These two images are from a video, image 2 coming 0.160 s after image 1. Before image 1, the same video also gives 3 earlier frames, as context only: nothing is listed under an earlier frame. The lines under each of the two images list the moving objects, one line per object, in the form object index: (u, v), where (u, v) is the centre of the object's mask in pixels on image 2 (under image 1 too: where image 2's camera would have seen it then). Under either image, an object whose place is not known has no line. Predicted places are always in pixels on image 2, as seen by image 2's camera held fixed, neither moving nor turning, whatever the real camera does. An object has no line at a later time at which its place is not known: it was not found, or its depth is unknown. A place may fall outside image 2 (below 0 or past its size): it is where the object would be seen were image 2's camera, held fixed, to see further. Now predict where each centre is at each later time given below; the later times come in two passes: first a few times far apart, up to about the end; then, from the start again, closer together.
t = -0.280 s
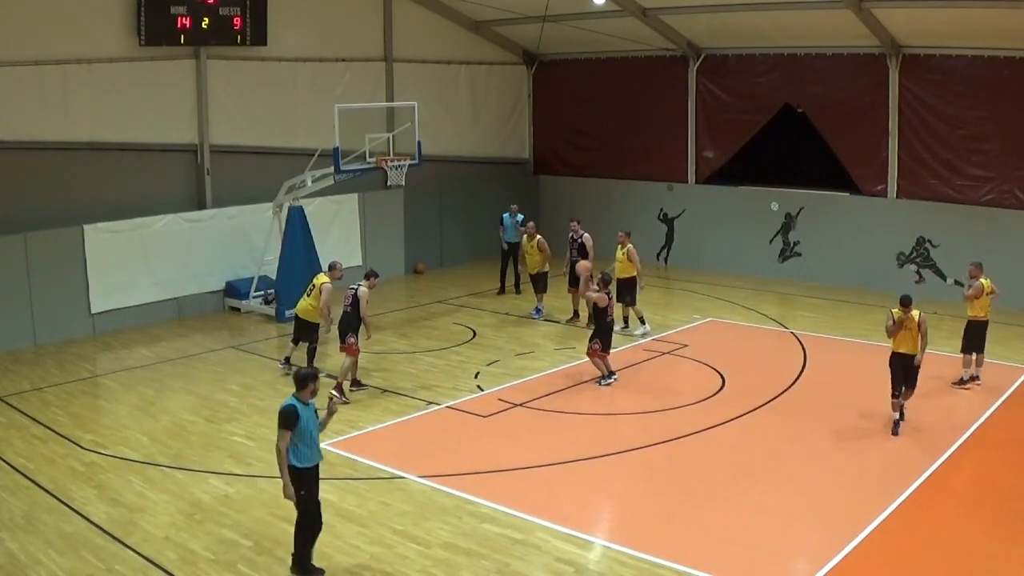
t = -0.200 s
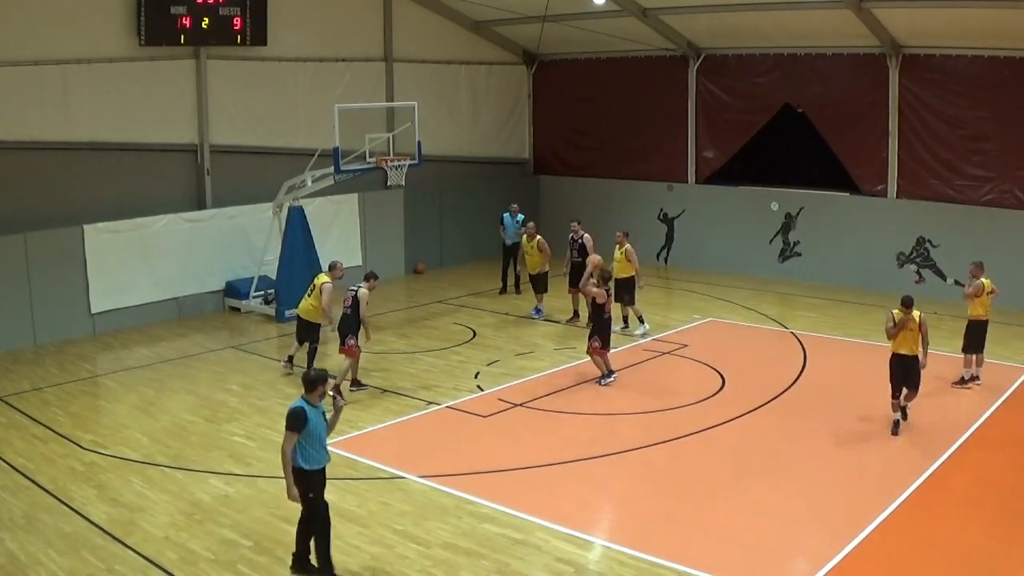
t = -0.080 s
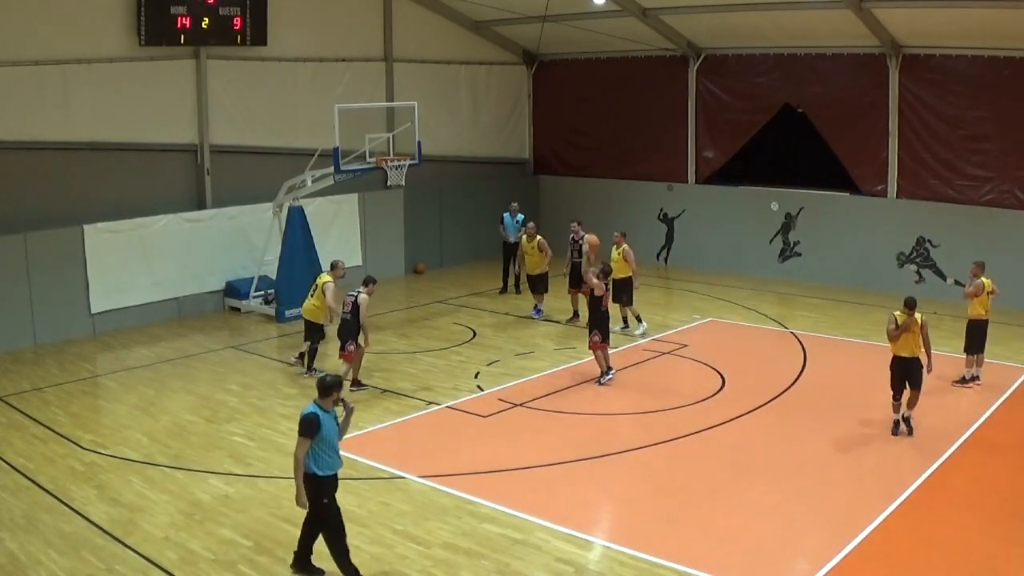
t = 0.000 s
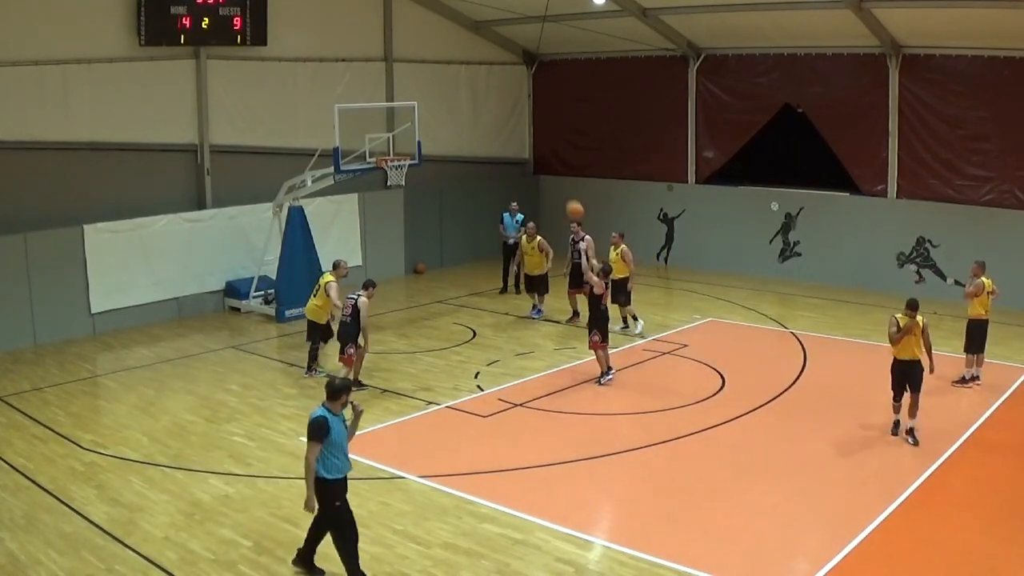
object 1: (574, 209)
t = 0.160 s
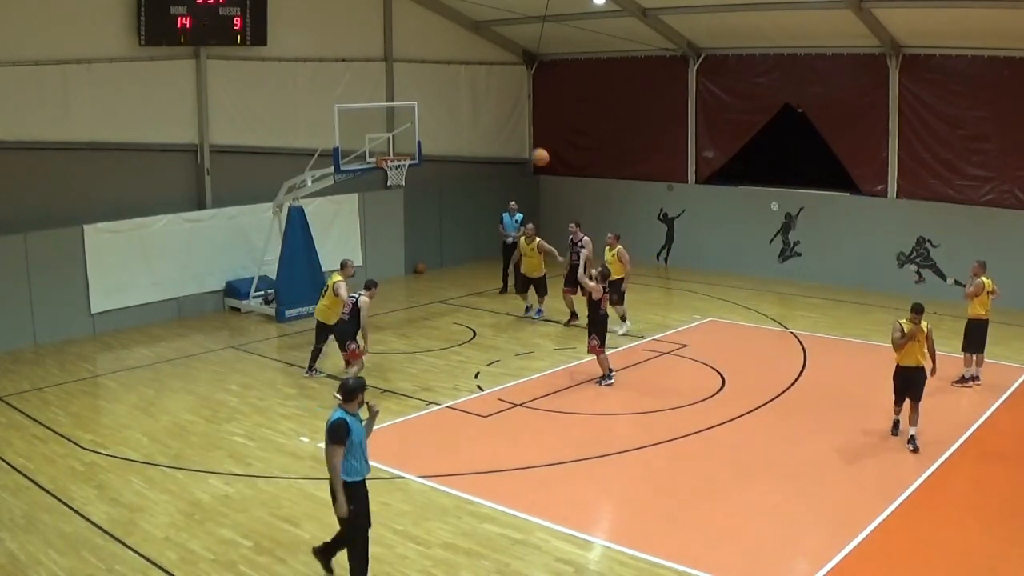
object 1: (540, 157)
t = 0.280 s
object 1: (516, 130)
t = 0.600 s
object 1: (456, 107)
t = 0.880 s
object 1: (412, 141)
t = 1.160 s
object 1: (390, 135)
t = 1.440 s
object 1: (395, 142)
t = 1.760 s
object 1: (388, 169)
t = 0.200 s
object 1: (532, 147)
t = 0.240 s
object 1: (524, 137)
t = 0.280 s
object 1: (516, 130)
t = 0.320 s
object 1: (508, 123)
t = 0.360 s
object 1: (500, 117)
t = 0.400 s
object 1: (492, 113)
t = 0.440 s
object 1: (485, 110)
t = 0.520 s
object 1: (470, 107)
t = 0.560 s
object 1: (463, 107)
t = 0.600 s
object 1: (456, 107)
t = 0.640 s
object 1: (449, 110)
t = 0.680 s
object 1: (443, 112)
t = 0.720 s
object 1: (437, 116)
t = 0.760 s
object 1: (430, 121)
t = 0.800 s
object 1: (424, 127)
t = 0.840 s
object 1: (418, 134)
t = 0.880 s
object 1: (412, 141)
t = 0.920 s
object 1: (404, 148)
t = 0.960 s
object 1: (402, 148)
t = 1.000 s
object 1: (400, 144)
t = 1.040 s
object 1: (398, 140)
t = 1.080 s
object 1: (394, 138)
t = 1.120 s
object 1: (392, 136)
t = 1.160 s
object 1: (390, 135)
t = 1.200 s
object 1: (388, 135)
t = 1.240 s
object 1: (386, 136)
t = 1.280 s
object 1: (387, 136)
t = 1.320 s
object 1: (388, 136)
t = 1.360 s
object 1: (390, 138)
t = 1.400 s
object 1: (393, 139)
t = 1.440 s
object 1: (395, 142)
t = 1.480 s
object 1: (398, 146)
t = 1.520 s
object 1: (402, 150)
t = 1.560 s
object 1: (401, 152)
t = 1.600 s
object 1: (397, 154)
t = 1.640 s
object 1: (391, 157)
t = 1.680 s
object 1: (389, 159)
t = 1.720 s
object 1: (384, 163)
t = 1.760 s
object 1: (388, 169)
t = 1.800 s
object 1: (389, 170)
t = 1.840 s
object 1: (387, 173)
